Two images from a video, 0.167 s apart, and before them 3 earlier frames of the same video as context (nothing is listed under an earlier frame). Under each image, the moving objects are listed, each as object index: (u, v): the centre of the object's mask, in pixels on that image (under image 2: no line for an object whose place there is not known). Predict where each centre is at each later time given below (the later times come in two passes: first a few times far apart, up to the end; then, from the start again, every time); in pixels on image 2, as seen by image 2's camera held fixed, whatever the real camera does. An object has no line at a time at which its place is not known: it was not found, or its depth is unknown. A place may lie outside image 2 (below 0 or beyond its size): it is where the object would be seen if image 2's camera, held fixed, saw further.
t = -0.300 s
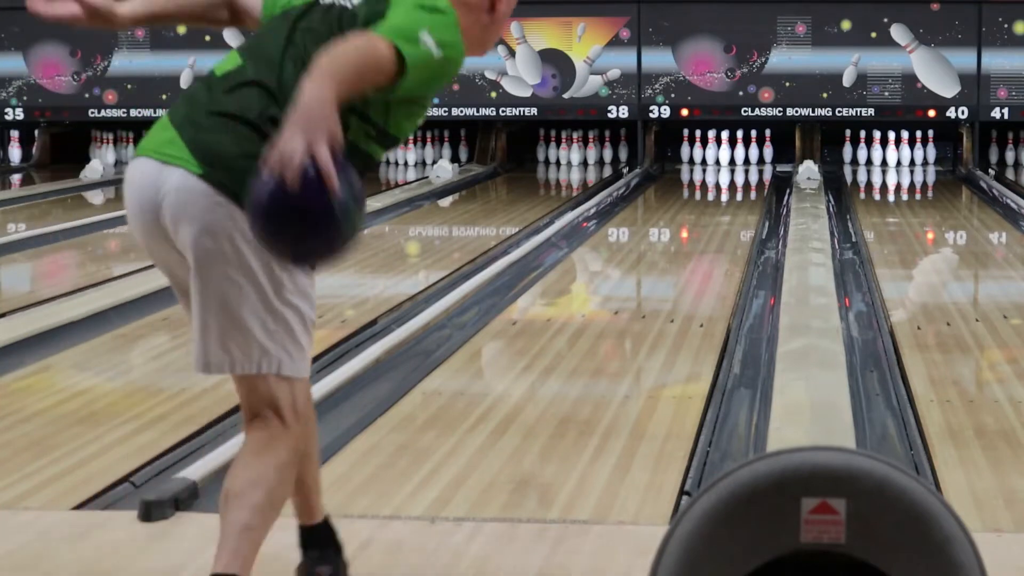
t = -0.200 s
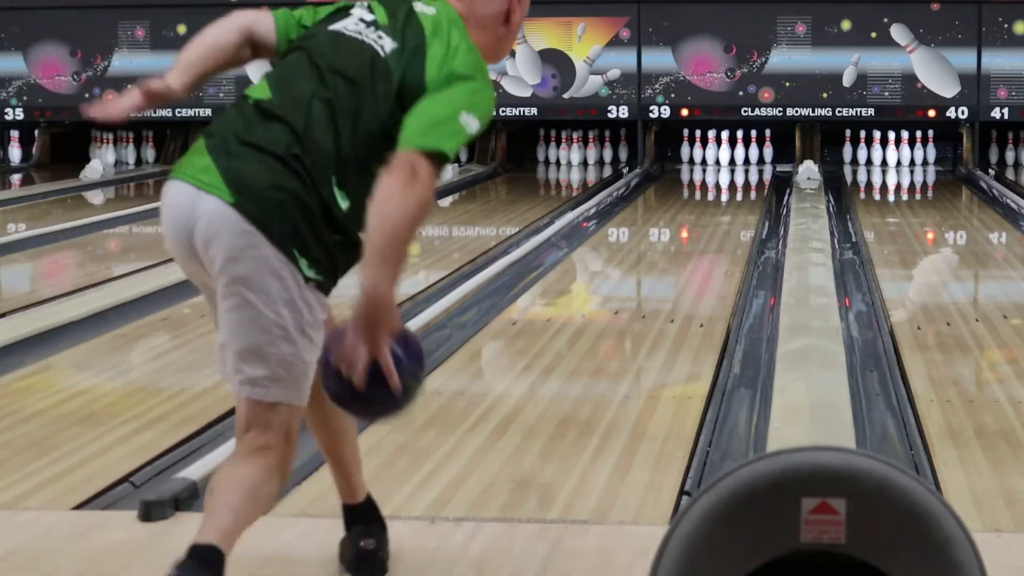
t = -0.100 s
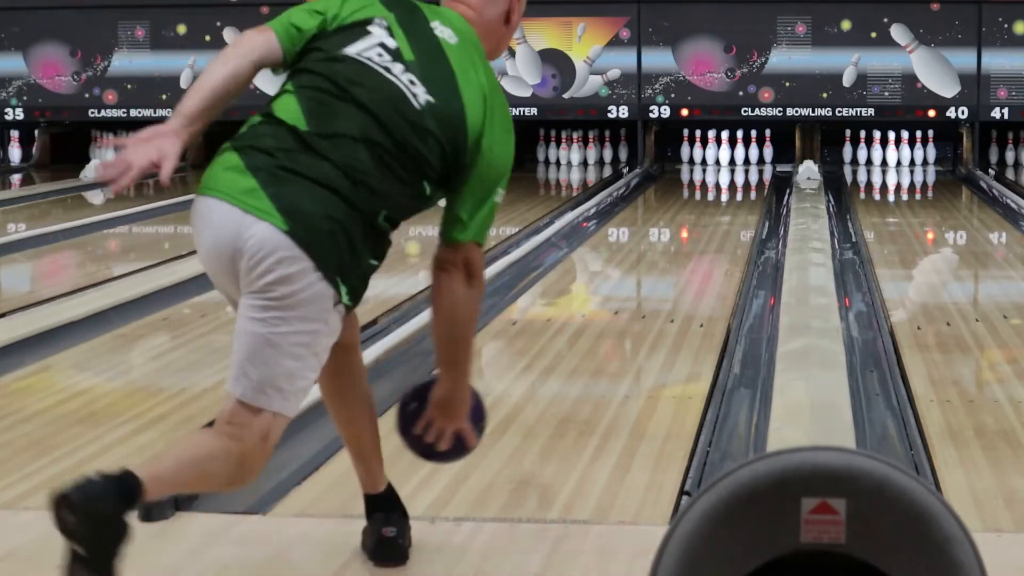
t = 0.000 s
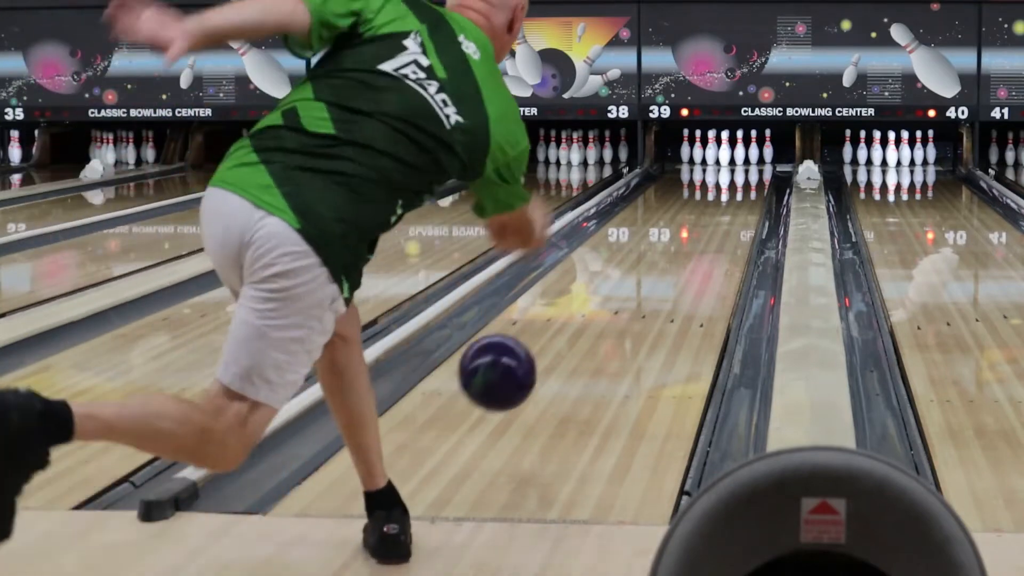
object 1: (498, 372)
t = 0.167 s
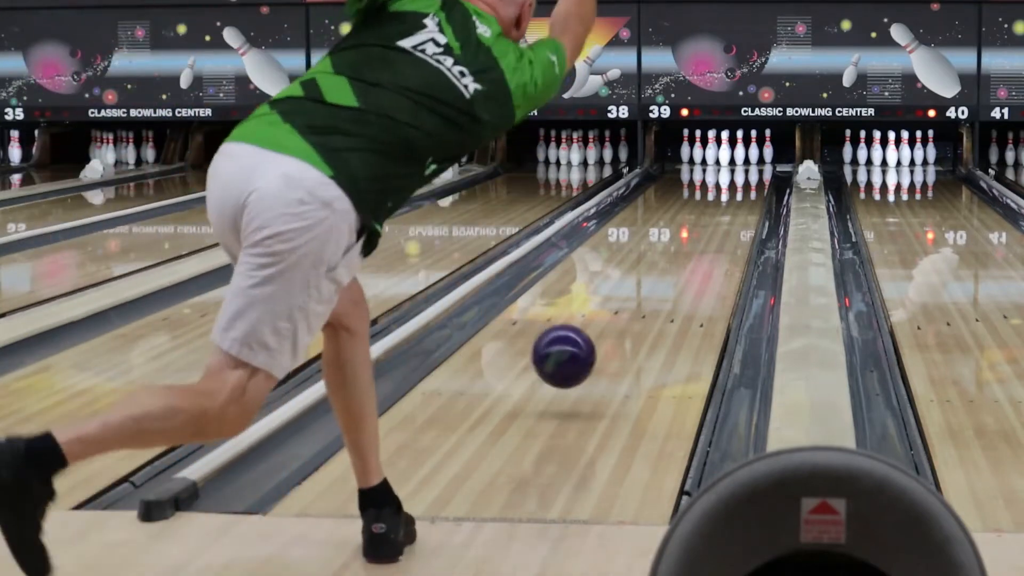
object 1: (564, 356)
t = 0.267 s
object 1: (593, 346)
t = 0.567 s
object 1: (653, 283)
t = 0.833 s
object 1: (686, 245)
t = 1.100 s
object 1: (708, 218)
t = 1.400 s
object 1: (726, 196)
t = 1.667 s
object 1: (736, 181)
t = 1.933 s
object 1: (738, 169)
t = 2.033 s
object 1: (737, 165)
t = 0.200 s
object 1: (574, 363)
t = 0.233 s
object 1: (584, 358)
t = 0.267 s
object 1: (593, 346)
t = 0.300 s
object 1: (601, 338)
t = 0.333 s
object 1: (609, 331)
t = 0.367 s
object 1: (617, 323)
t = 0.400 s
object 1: (624, 315)
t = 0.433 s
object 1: (630, 308)
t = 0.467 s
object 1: (636, 301)
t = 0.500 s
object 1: (642, 294)
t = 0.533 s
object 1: (647, 288)
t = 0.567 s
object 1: (653, 283)
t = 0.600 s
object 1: (658, 277)
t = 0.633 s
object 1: (662, 272)
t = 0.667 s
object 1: (667, 267)
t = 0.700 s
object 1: (671, 262)
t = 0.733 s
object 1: (675, 258)
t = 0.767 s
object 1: (679, 253)
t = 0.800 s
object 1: (682, 249)
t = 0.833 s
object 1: (686, 245)
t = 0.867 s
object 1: (689, 241)
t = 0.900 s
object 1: (692, 237)
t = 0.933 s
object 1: (695, 234)
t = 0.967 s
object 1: (698, 230)
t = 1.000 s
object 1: (701, 227)
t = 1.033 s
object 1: (703, 224)
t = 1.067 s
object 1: (705, 221)
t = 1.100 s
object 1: (708, 218)
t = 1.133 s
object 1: (710, 216)
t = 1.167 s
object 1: (713, 212)
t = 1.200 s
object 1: (715, 210)
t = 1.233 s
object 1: (717, 207)
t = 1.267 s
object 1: (718, 205)
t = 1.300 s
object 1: (720, 203)
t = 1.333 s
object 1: (722, 201)
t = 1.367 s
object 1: (724, 197)
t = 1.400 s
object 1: (726, 196)
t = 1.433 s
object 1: (727, 194)
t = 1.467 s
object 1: (728, 192)
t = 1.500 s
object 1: (730, 190)
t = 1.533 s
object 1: (731, 188)
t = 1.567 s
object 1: (732, 186)
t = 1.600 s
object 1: (734, 184)
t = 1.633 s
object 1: (735, 183)
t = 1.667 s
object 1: (736, 181)
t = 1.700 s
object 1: (737, 179)
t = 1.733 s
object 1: (737, 178)
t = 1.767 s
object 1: (738, 176)
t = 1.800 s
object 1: (738, 175)
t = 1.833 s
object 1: (739, 172)
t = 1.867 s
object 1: (739, 171)
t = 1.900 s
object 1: (738, 170)
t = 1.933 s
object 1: (738, 169)
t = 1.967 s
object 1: (738, 167)
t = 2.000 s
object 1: (738, 166)
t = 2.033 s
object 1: (737, 165)
